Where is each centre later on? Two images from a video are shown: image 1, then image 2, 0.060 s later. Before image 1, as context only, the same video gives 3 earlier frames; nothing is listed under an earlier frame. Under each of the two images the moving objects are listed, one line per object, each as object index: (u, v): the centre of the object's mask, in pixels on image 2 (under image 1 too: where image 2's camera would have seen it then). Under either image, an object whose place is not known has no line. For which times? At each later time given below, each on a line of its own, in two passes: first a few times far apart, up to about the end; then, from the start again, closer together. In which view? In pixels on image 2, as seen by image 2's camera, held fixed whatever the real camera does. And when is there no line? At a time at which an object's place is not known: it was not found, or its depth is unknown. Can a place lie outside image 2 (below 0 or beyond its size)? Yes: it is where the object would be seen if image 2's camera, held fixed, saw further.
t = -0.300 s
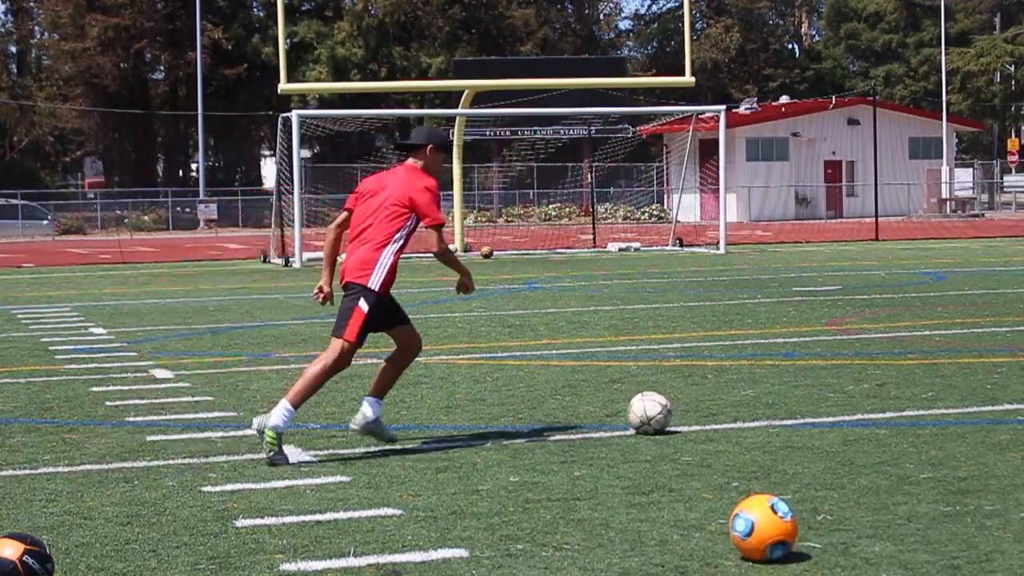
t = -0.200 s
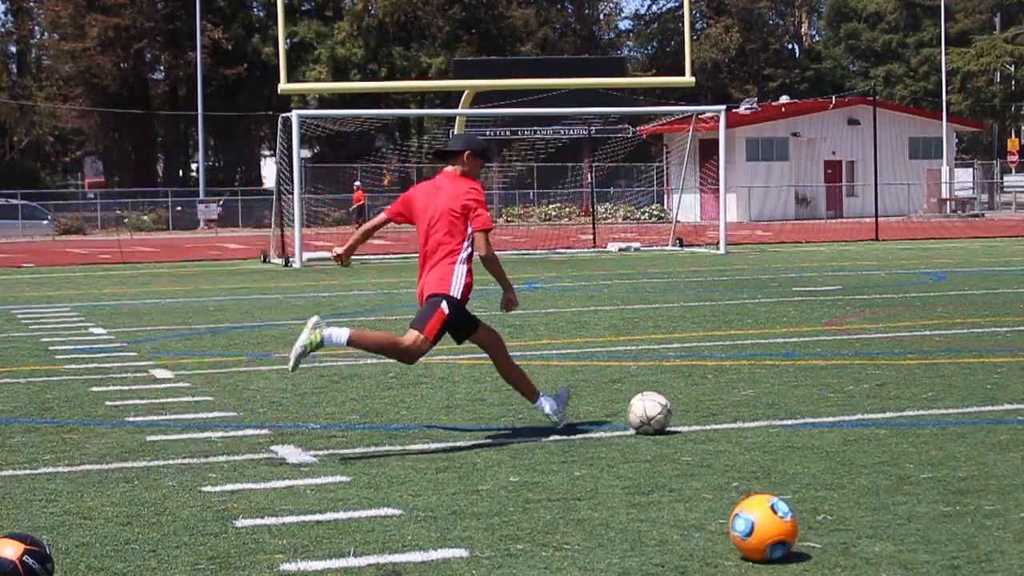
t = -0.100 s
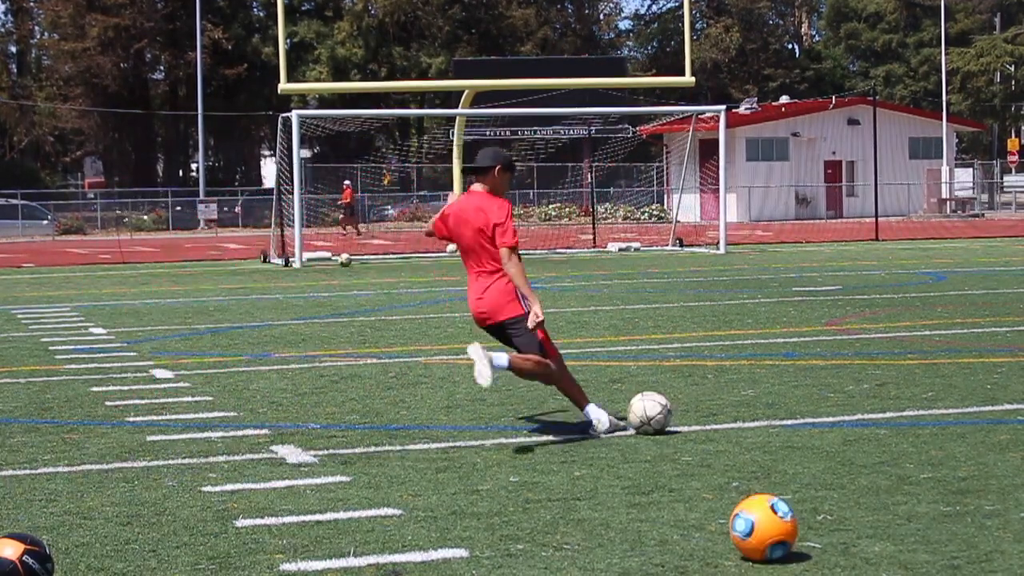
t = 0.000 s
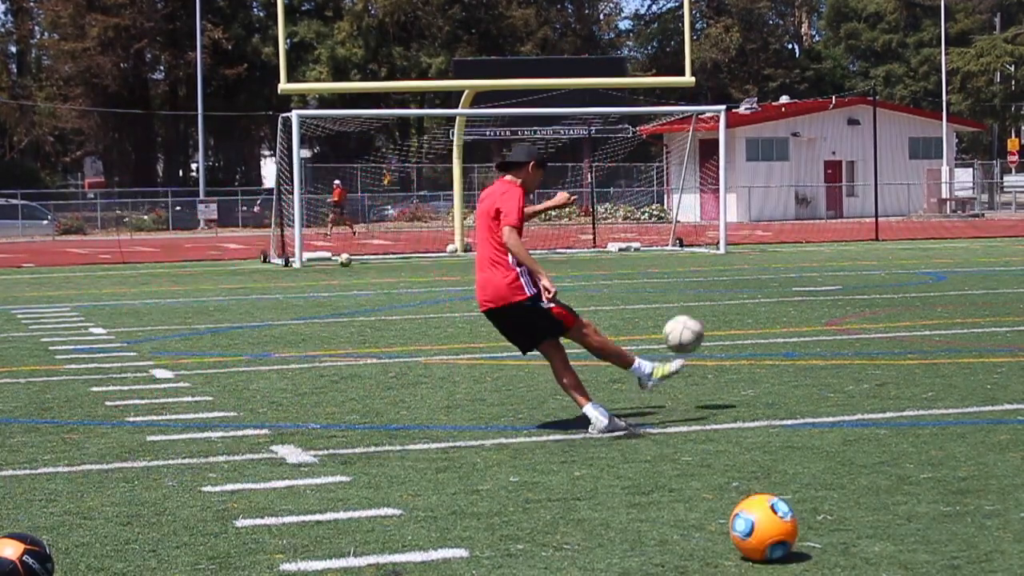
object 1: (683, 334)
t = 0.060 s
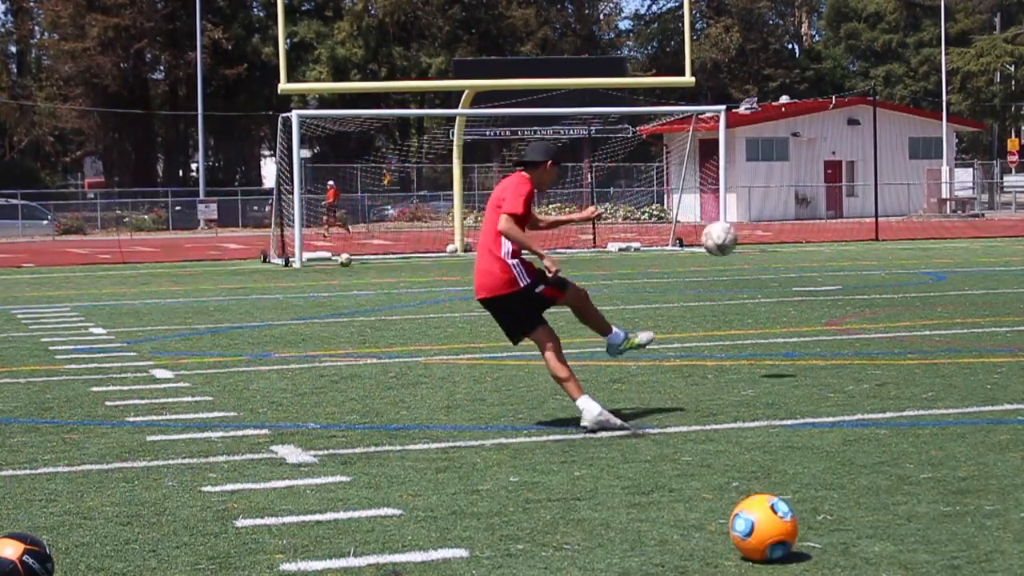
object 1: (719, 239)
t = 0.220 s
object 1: (769, 95)
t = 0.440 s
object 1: (782, 37)
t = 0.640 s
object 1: (770, 46)
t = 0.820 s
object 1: (751, 81)
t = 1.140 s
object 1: (706, 174)
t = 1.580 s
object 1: (622, 214)
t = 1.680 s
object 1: (604, 218)
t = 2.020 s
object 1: (553, 235)
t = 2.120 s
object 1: (543, 233)
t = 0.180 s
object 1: (762, 120)
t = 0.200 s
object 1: (766, 107)
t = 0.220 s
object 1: (769, 95)
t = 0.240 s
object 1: (772, 86)
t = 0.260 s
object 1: (775, 76)
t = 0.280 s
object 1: (777, 69)
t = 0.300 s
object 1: (778, 63)
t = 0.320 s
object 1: (780, 55)
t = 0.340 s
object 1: (782, 51)
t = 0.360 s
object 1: (782, 47)
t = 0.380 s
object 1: (783, 43)
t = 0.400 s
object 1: (783, 40)
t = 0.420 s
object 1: (782, 38)
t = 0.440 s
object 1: (782, 37)
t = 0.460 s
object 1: (781, 36)
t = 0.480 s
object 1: (781, 35)
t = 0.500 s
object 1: (780, 34)
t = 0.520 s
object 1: (779, 35)
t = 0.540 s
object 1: (778, 36)
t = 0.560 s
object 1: (777, 38)
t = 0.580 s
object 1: (775, 39)
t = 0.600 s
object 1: (773, 41)
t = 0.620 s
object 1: (772, 43)
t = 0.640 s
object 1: (770, 46)
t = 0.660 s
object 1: (768, 49)
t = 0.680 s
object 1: (766, 52)
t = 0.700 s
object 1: (764, 56)
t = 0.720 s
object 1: (762, 59)
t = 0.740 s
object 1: (760, 63)
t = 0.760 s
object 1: (757, 67)
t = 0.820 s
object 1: (751, 81)
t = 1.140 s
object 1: (706, 174)
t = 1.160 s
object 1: (704, 181)
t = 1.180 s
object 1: (700, 189)
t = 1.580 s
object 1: (622, 214)
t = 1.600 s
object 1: (620, 214)
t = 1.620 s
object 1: (616, 215)
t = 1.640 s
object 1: (613, 216)
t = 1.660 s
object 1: (608, 217)
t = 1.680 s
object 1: (604, 218)
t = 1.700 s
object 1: (601, 220)
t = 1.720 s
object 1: (597, 222)
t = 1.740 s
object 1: (594, 224)
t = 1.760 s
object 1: (591, 226)
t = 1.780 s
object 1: (587, 229)
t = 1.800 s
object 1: (583, 232)
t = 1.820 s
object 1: (580, 235)
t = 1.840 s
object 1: (576, 238)
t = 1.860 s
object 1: (573, 241)
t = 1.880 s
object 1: (569, 245)
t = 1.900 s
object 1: (565, 247)
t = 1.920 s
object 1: (563, 246)
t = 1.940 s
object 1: (561, 243)
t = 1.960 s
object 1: (559, 241)
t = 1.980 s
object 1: (557, 238)
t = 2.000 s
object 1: (555, 236)
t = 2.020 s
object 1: (553, 235)
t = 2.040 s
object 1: (551, 234)
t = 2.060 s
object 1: (549, 233)
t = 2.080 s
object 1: (546, 233)
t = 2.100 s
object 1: (545, 233)
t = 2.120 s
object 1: (543, 233)
